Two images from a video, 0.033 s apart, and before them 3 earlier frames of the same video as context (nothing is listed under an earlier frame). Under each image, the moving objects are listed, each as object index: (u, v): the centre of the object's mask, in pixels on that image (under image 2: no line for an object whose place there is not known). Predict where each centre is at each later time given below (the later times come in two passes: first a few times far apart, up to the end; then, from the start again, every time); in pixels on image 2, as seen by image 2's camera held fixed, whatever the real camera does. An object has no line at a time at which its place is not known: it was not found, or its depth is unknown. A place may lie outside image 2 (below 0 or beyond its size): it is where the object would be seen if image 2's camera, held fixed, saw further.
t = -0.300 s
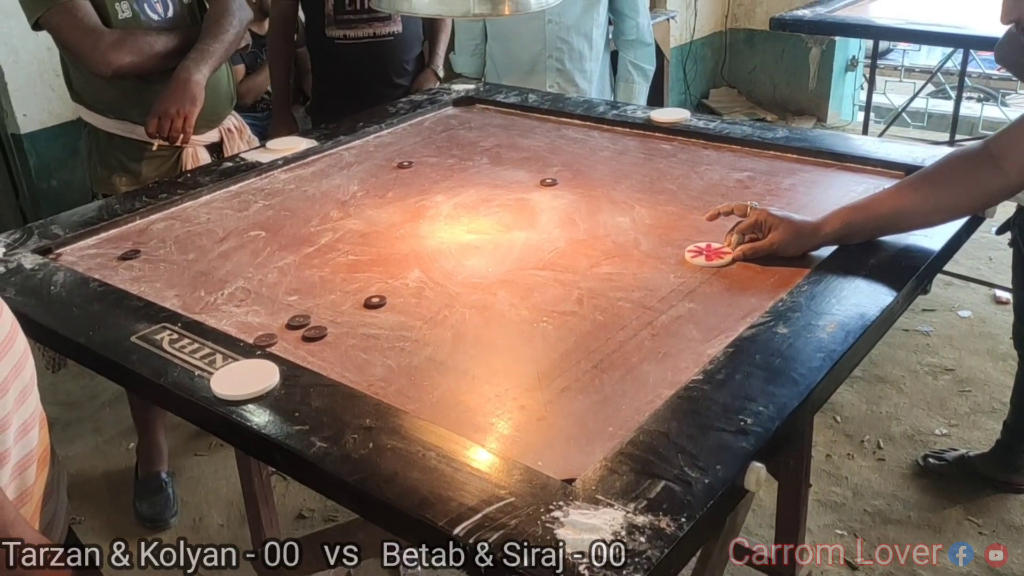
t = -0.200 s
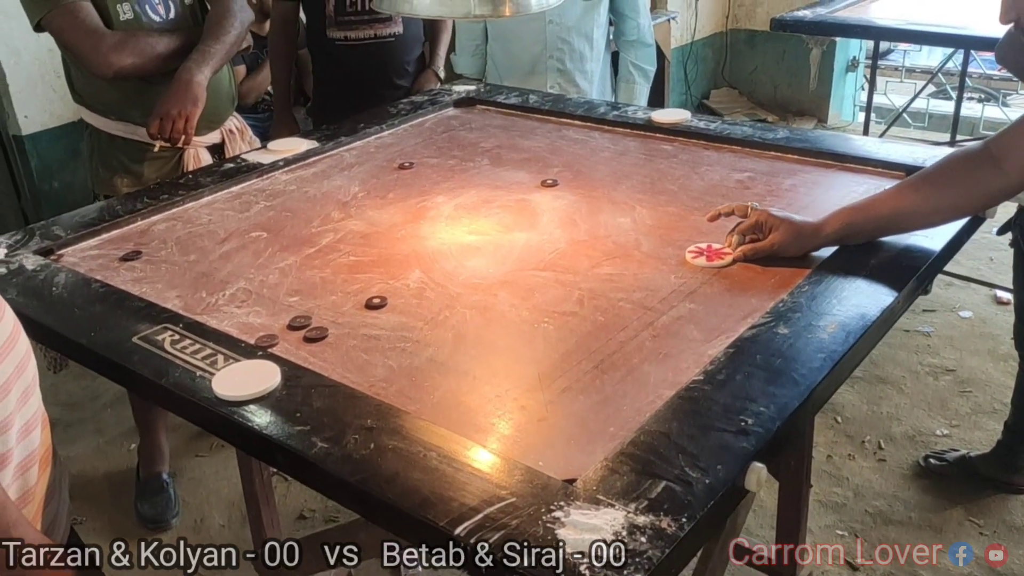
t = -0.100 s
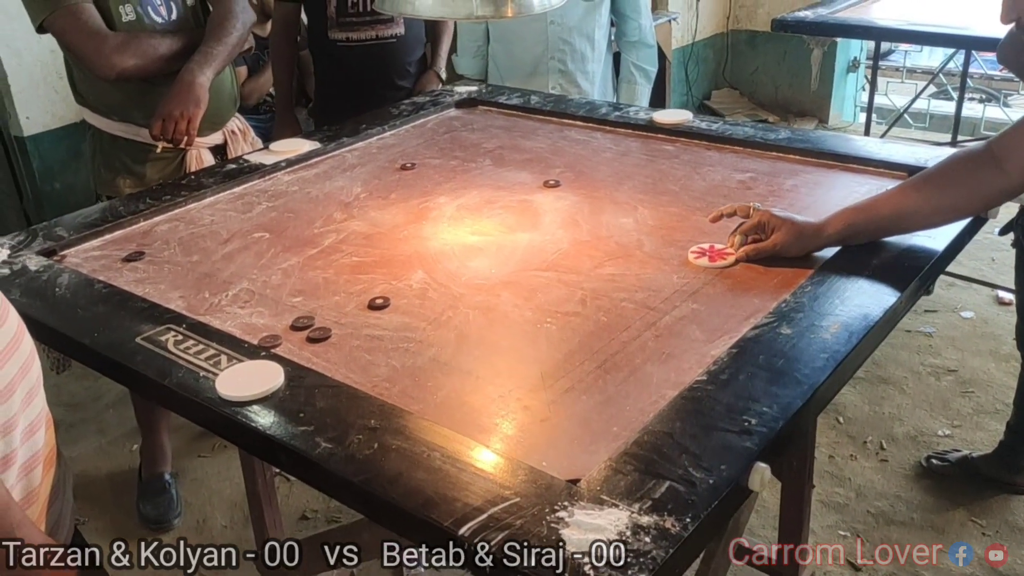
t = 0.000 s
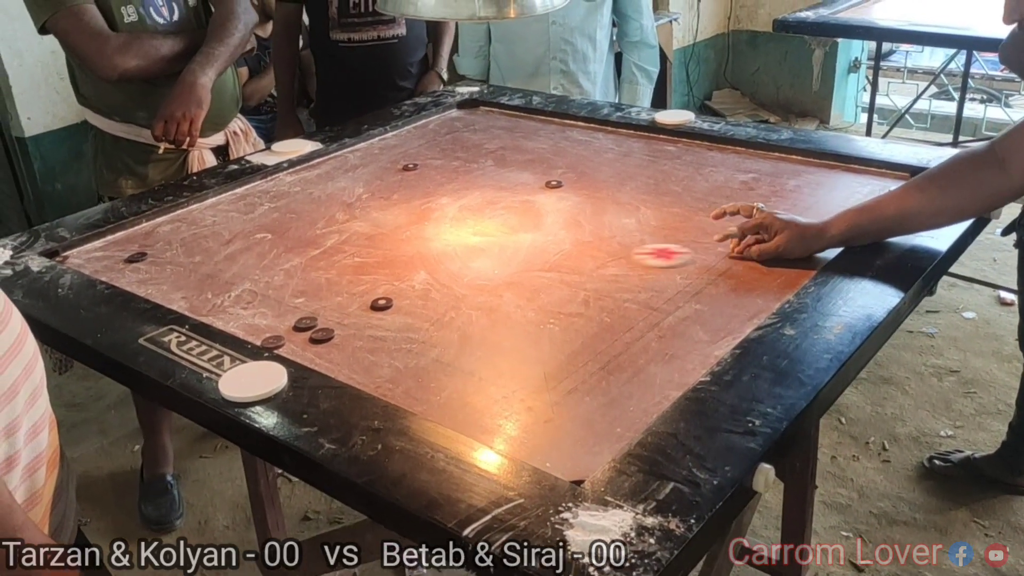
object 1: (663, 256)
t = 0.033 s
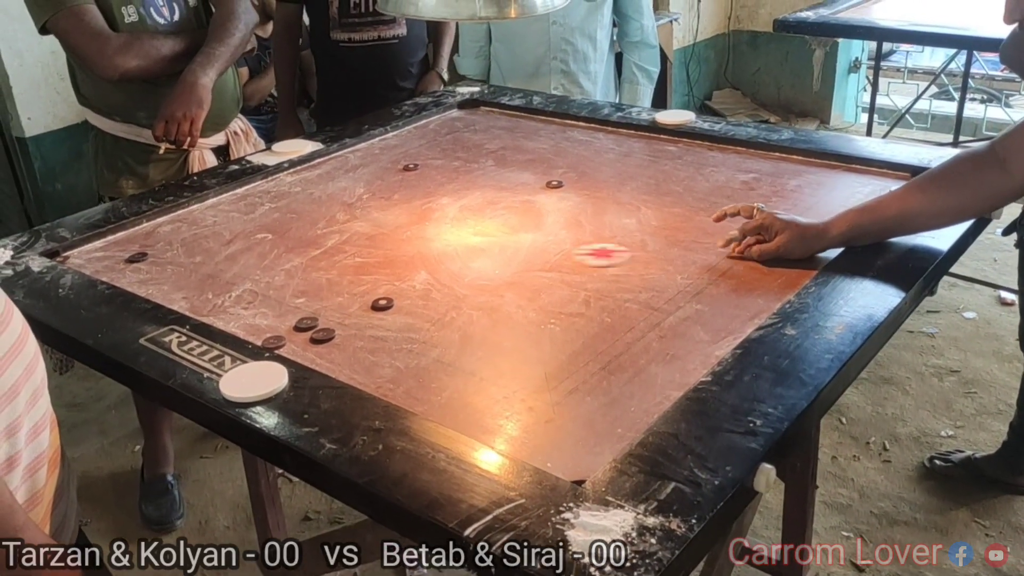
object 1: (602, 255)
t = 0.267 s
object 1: (212, 256)
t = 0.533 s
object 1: (135, 268)
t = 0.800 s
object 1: (223, 275)
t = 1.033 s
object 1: (249, 278)
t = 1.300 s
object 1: (251, 278)
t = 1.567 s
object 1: (250, 278)
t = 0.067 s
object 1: (541, 255)
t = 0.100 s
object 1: (482, 254)
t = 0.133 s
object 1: (425, 254)
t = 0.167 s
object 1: (371, 255)
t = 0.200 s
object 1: (316, 255)
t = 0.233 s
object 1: (264, 255)
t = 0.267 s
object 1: (212, 256)
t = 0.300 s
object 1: (164, 256)
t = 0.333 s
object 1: (127, 255)
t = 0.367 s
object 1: (93, 255)
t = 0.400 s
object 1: (84, 258)
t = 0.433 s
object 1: (92, 263)
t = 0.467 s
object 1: (106, 266)
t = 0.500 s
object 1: (120, 267)
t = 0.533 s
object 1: (135, 268)
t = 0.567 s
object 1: (149, 270)
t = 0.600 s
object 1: (162, 271)
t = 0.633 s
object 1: (175, 271)
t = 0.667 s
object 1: (186, 272)
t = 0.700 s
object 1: (196, 273)
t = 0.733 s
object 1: (206, 274)
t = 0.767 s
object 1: (214, 275)
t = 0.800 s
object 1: (223, 275)
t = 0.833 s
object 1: (229, 276)
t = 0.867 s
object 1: (235, 277)
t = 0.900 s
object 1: (239, 277)
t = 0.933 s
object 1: (243, 277)
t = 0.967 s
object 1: (246, 278)
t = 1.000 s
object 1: (248, 278)
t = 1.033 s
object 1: (249, 278)
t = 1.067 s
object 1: (250, 278)
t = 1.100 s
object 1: (250, 278)
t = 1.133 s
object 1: (250, 278)
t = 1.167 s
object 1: (250, 278)
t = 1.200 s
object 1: (250, 278)
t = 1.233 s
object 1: (250, 278)
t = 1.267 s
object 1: (250, 278)
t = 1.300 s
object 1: (251, 278)
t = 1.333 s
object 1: (251, 278)
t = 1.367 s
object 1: (250, 278)
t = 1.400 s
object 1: (250, 278)
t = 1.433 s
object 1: (250, 278)
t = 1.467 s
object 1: (250, 278)
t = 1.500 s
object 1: (250, 278)
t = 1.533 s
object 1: (250, 278)
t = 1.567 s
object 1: (250, 278)
